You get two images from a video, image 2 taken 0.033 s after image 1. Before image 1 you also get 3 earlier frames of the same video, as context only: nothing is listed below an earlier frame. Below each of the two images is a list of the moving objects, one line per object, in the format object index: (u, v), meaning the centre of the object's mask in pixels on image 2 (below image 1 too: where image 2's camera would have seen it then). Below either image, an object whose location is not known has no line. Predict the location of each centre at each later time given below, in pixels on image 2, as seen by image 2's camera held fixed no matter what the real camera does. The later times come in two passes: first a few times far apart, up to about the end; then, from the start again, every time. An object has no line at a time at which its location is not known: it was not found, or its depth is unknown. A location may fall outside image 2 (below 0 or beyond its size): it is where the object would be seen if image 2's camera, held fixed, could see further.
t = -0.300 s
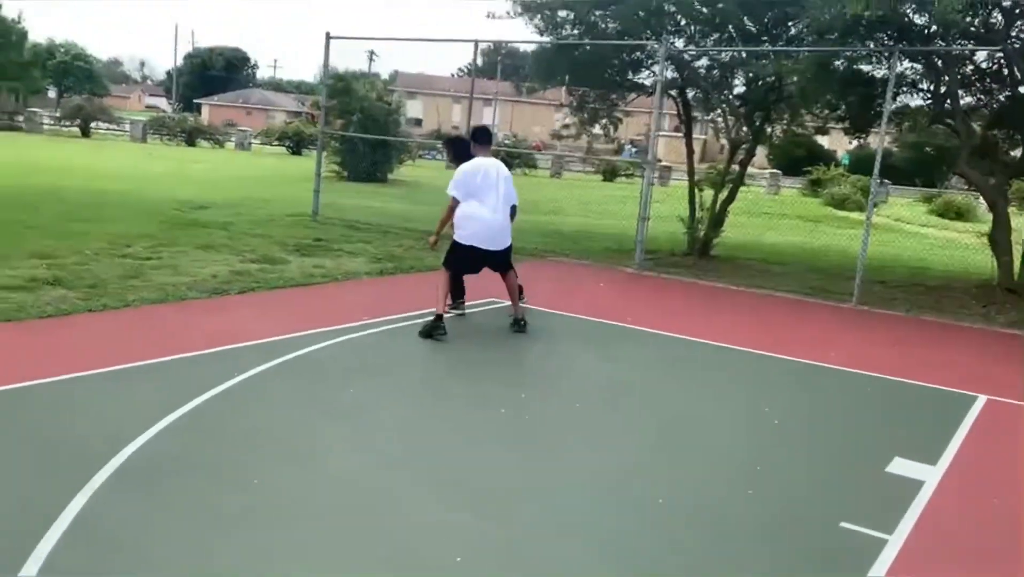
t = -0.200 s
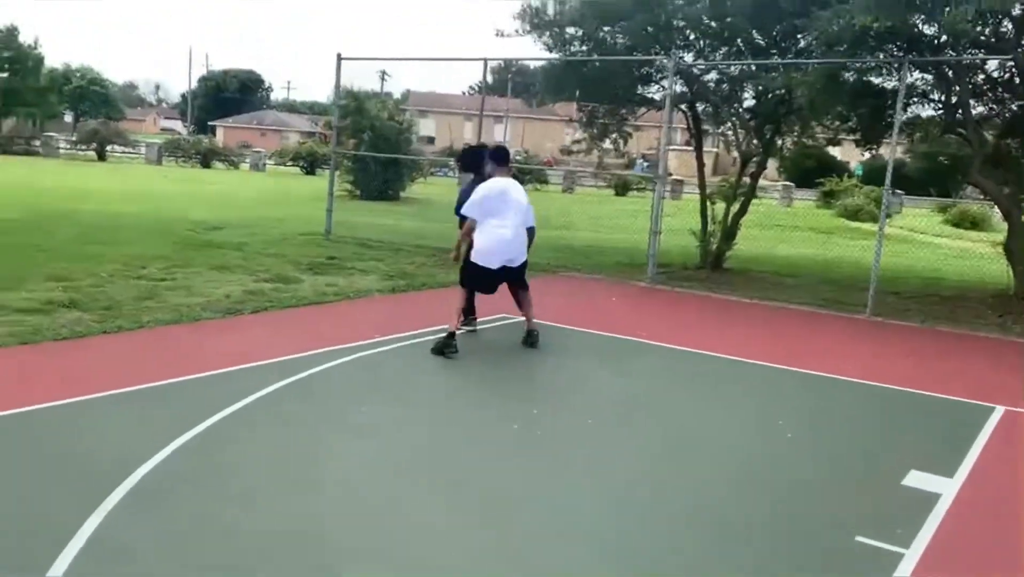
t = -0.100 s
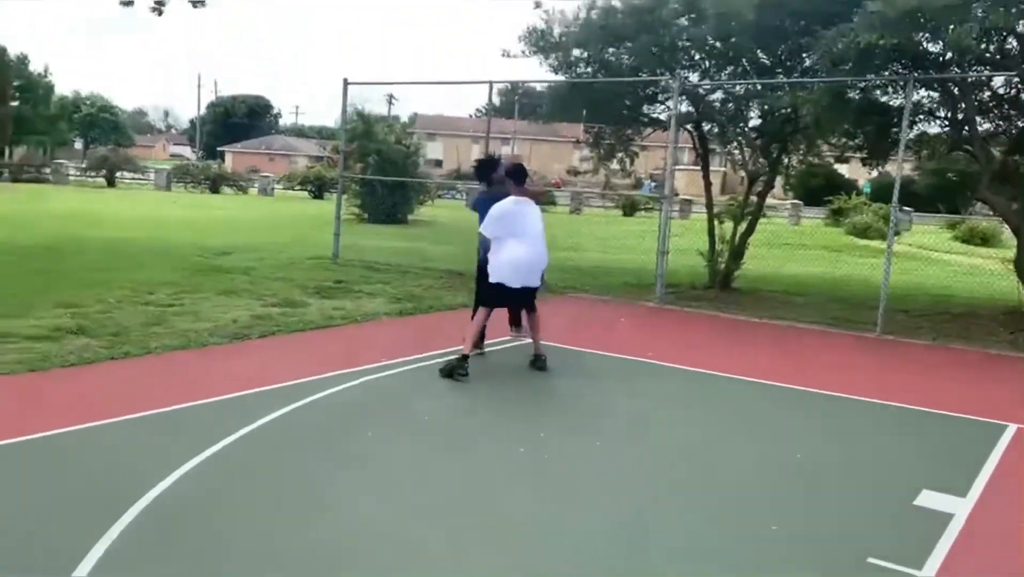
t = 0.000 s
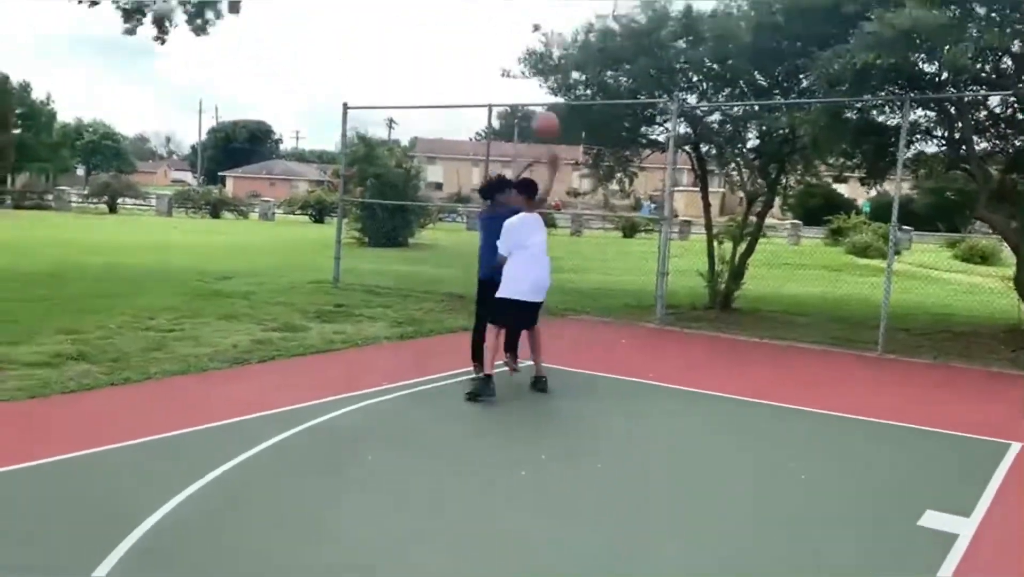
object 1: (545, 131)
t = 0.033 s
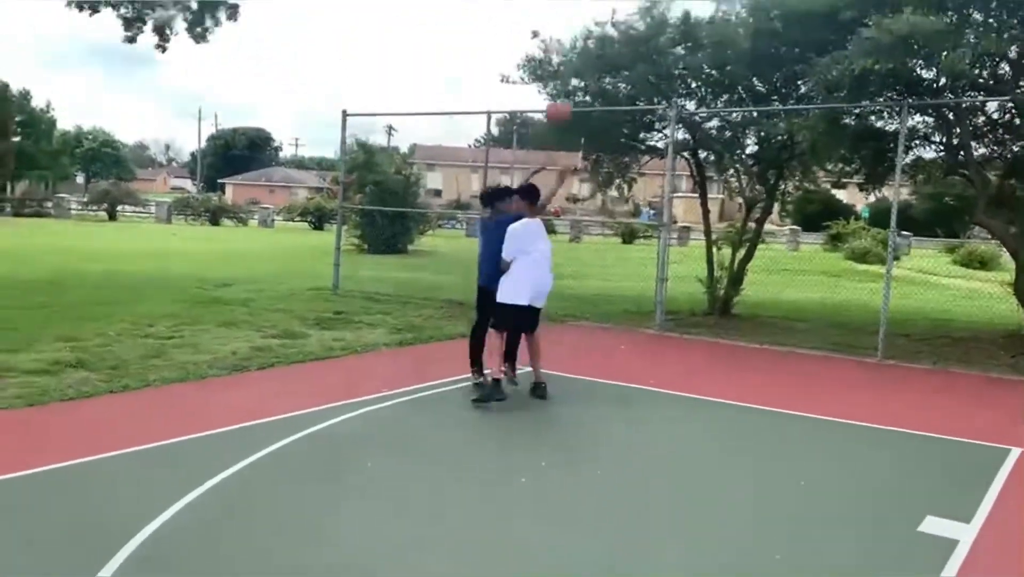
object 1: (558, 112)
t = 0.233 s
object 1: (656, 13)
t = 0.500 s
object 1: (804, -56)
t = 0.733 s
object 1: (935, -43)
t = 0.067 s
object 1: (576, 93)
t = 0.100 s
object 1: (590, 72)
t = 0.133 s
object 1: (608, 56)
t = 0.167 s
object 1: (623, 39)
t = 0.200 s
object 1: (640, 24)
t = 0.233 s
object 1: (656, 13)
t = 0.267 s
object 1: (675, -2)
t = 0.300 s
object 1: (692, -13)
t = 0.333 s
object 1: (709, -24)
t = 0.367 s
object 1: (728, -32)
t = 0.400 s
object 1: (746, -40)
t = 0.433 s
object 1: (765, -46)
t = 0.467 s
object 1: (785, -52)
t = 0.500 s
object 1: (804, -56)
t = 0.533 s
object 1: (823, -59)
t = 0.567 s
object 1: (844, -61)
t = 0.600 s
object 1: (862, -59)
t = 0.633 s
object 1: (885, -59)
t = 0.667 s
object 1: (903, -55)
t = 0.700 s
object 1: (923, -48)
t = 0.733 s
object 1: (935, -43)
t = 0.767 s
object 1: (965, -33)
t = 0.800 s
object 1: (988, -25)
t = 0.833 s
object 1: (1012, -12)
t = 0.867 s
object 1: (1035, 3)
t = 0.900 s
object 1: (1058, 20)
